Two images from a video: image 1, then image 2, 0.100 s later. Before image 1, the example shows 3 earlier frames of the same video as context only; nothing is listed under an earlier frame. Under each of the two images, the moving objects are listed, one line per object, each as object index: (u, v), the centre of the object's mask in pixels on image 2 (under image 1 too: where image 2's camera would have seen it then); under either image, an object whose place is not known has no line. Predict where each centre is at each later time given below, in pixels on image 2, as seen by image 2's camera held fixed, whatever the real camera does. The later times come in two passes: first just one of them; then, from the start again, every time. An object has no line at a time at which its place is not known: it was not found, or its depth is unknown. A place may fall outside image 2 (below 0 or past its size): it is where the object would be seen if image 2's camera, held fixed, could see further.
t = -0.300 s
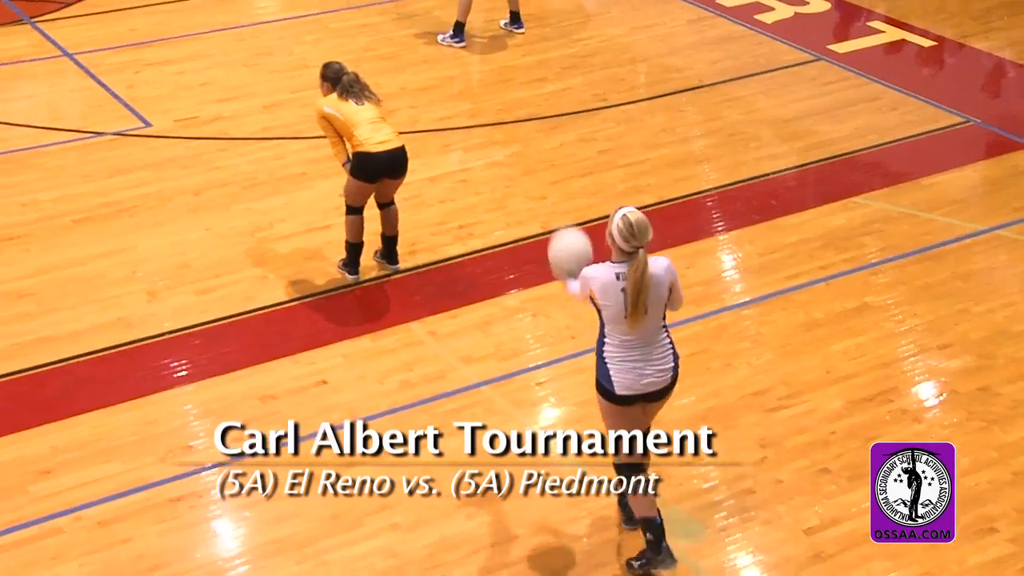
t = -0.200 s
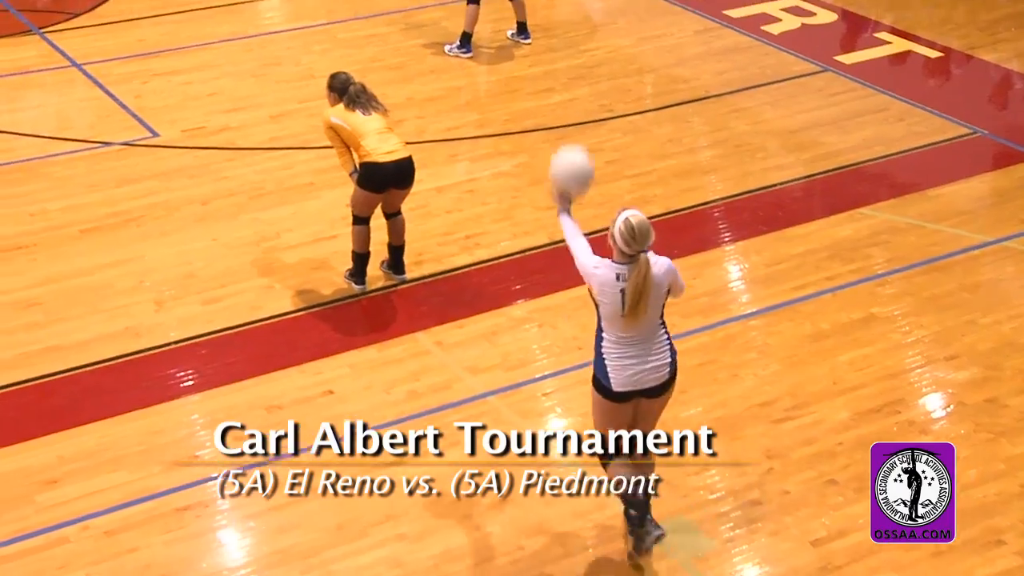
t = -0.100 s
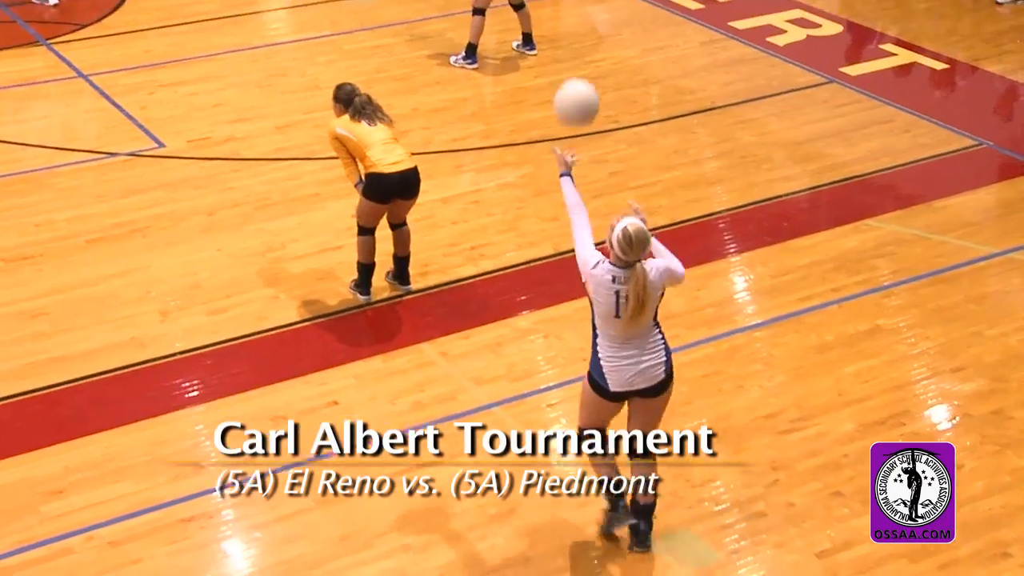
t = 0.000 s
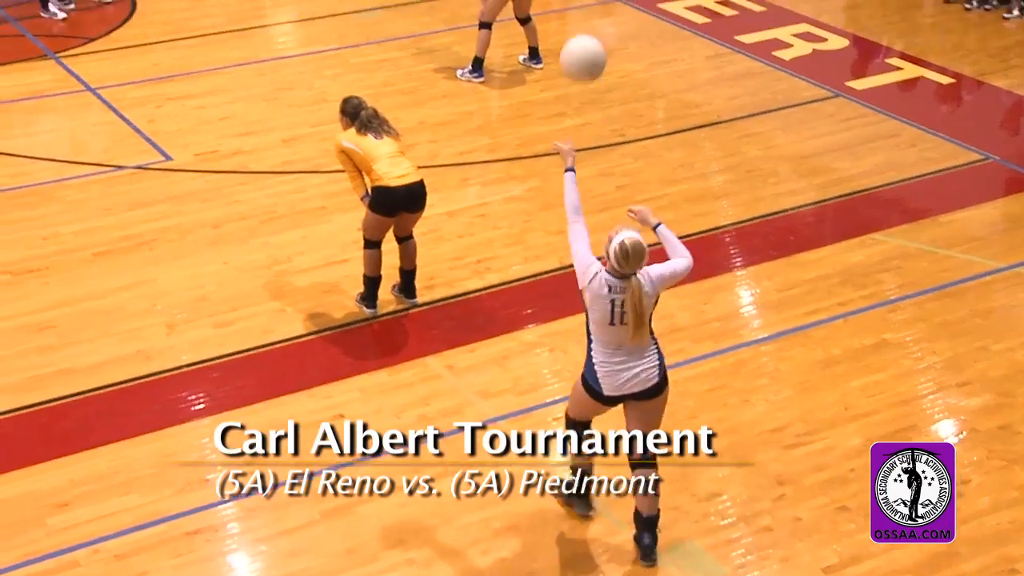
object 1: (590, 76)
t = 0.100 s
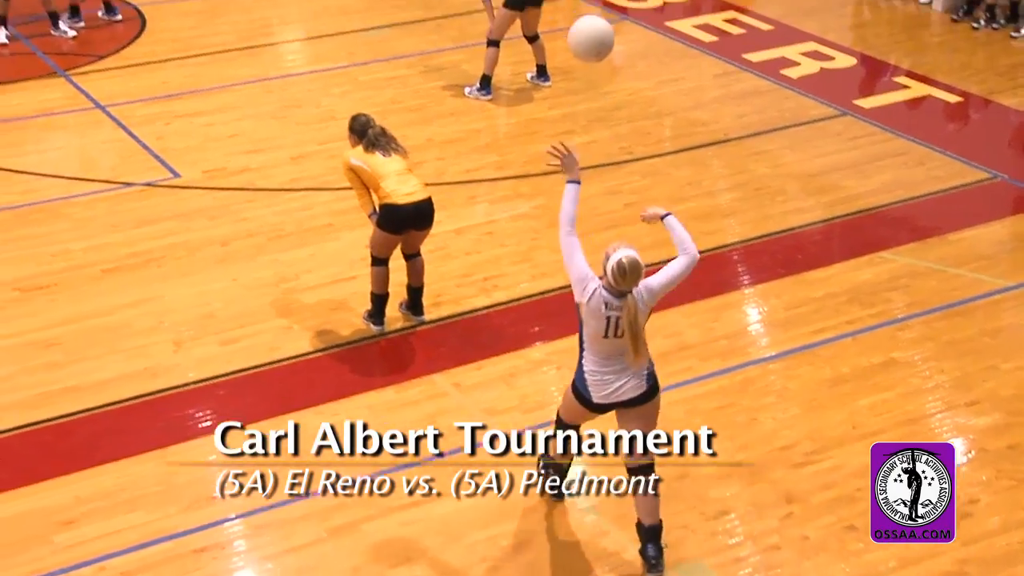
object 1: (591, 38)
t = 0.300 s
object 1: (590, 23)
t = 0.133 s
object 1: (591, 30)
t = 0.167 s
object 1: (591, 24)
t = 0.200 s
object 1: (590, 20)
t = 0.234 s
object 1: (590, 19)
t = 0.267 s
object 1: (590, 20)
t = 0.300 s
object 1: (590, 23)
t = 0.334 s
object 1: (590, 28)
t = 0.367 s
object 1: (590, 35)
